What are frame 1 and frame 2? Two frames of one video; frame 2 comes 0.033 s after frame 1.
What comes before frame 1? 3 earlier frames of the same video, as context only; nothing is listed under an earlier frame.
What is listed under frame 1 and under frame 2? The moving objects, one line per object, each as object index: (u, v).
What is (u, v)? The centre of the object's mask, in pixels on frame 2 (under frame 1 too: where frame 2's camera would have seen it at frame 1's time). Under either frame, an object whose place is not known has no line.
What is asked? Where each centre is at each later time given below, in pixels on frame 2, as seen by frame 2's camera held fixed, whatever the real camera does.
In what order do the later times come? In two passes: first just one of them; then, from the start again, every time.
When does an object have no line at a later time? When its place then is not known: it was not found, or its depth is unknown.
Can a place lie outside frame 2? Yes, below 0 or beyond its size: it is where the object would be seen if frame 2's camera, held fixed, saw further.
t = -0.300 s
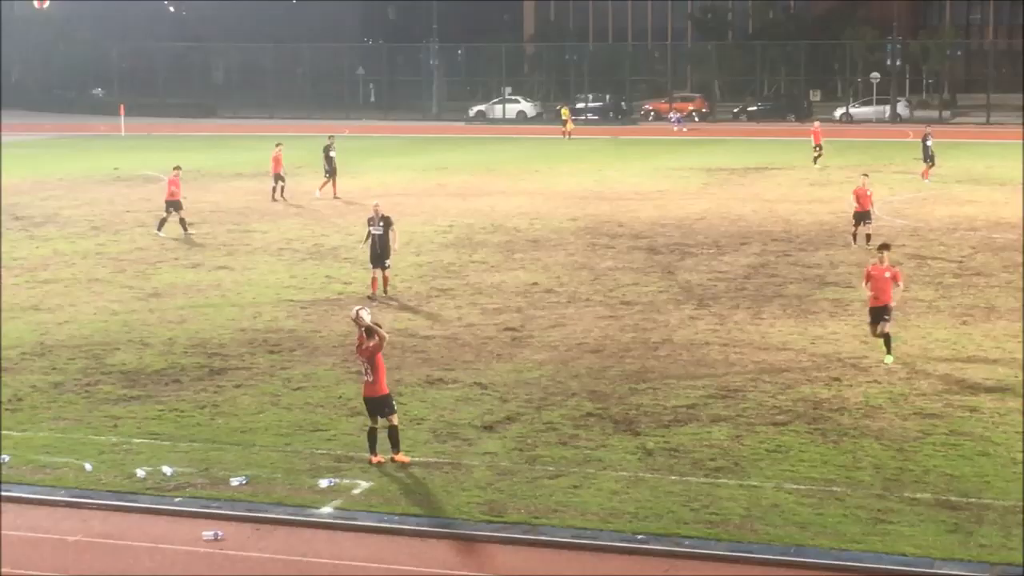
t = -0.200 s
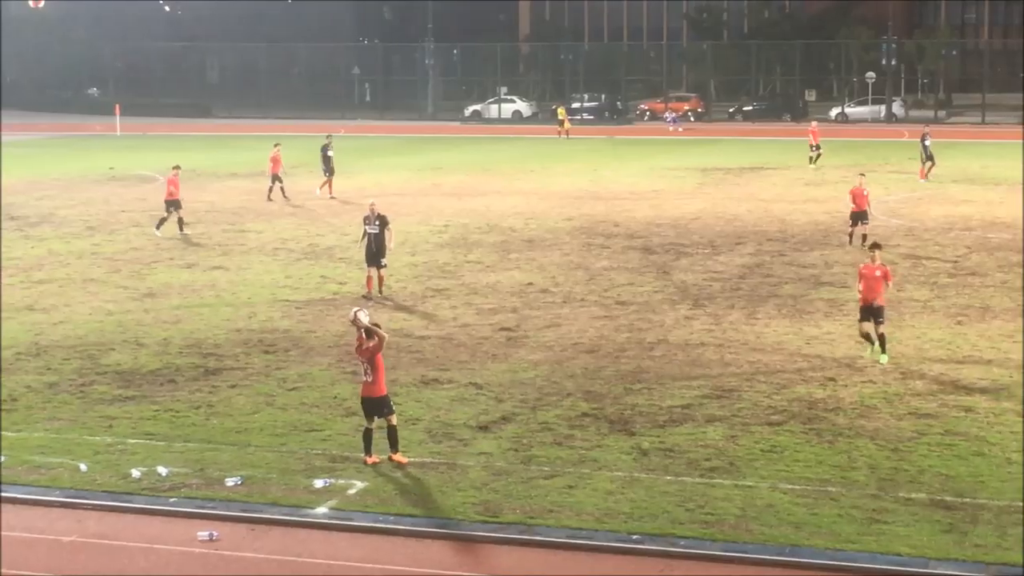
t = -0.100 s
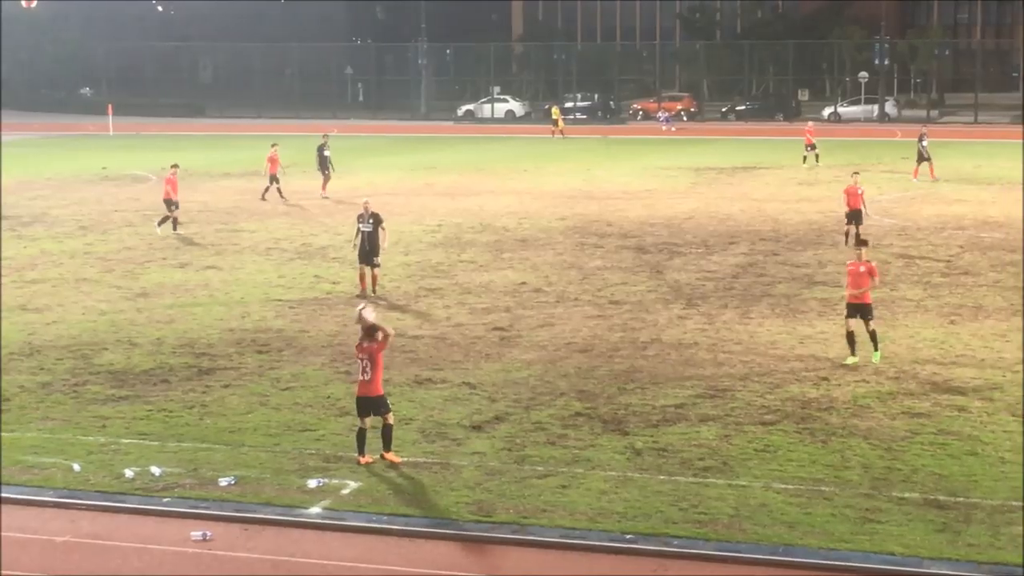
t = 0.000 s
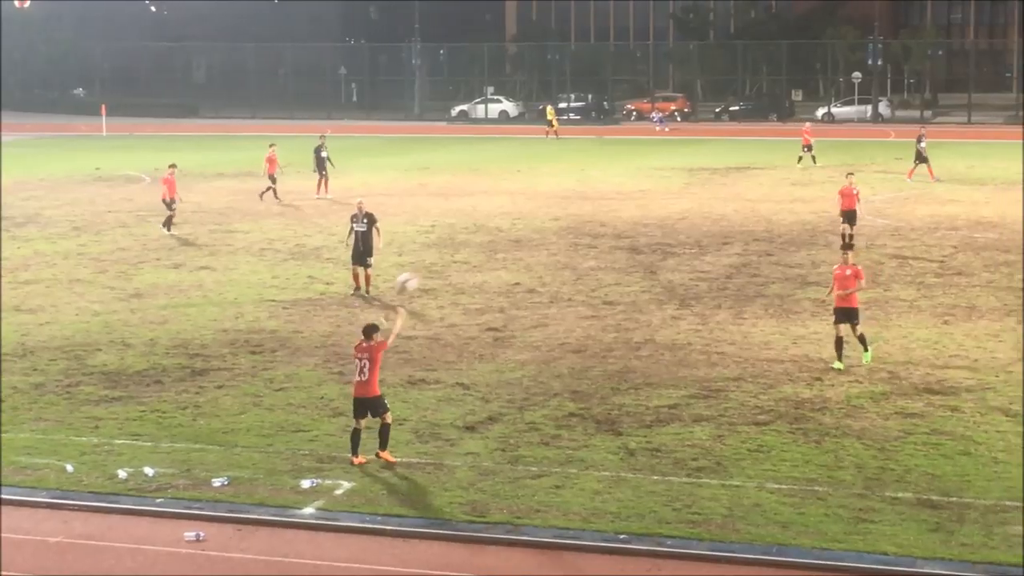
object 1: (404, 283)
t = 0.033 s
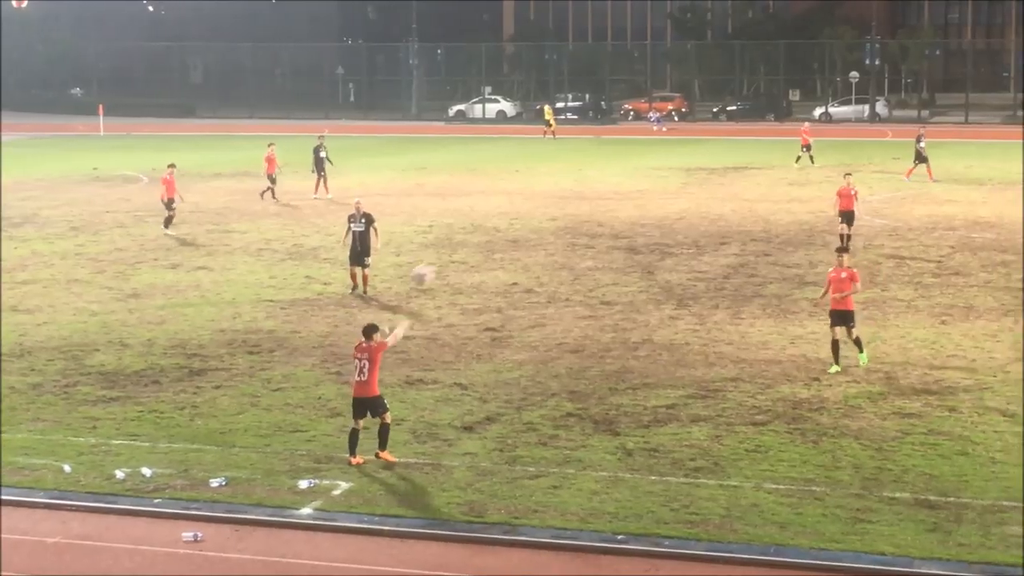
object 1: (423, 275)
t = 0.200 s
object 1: (510, 243)
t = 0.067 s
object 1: (440, 266)
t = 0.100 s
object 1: (460, 258)
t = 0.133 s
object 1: (477, 251)
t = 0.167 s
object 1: (493, 247)
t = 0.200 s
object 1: (510, 243)
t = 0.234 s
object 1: (527, 240)
